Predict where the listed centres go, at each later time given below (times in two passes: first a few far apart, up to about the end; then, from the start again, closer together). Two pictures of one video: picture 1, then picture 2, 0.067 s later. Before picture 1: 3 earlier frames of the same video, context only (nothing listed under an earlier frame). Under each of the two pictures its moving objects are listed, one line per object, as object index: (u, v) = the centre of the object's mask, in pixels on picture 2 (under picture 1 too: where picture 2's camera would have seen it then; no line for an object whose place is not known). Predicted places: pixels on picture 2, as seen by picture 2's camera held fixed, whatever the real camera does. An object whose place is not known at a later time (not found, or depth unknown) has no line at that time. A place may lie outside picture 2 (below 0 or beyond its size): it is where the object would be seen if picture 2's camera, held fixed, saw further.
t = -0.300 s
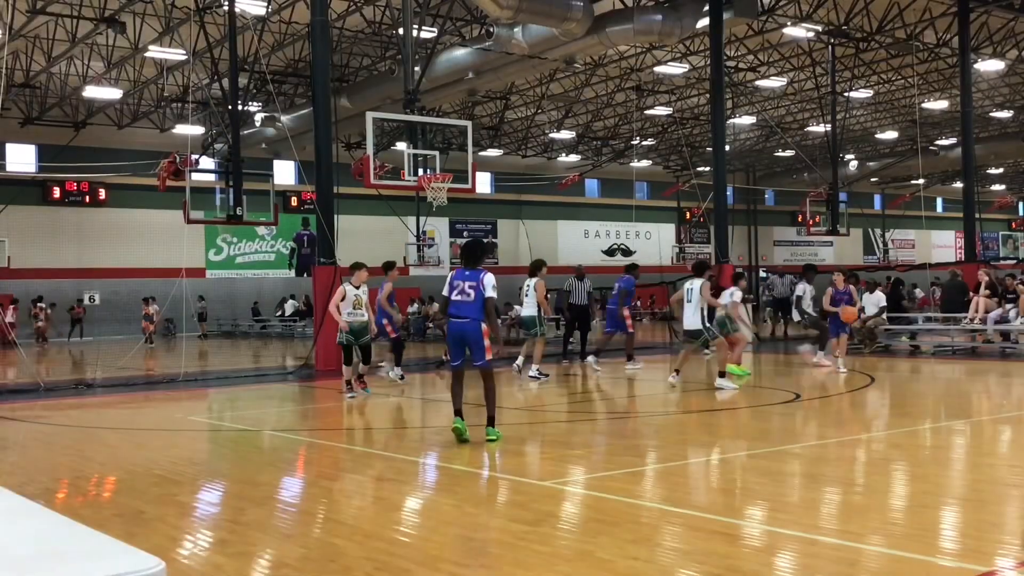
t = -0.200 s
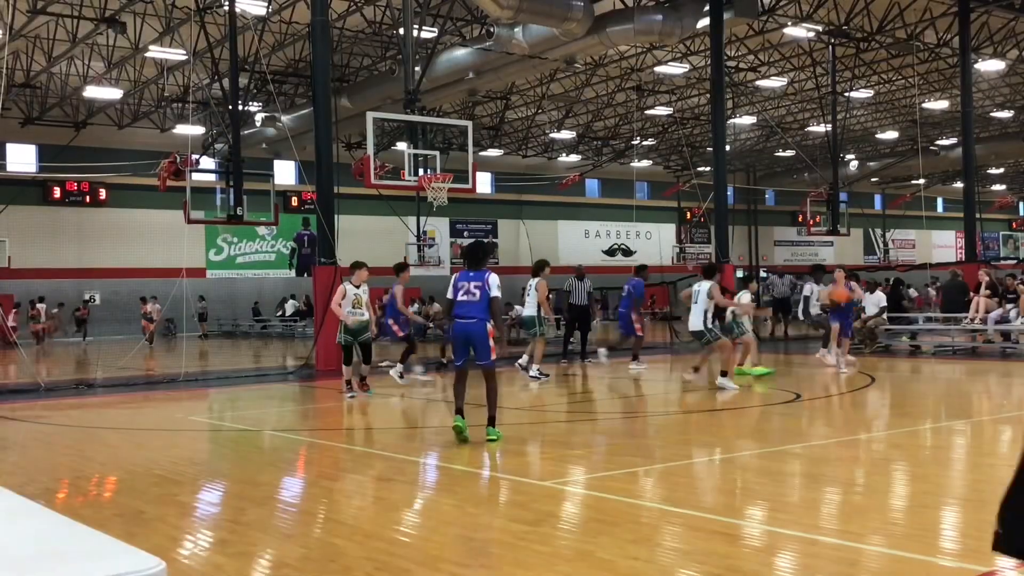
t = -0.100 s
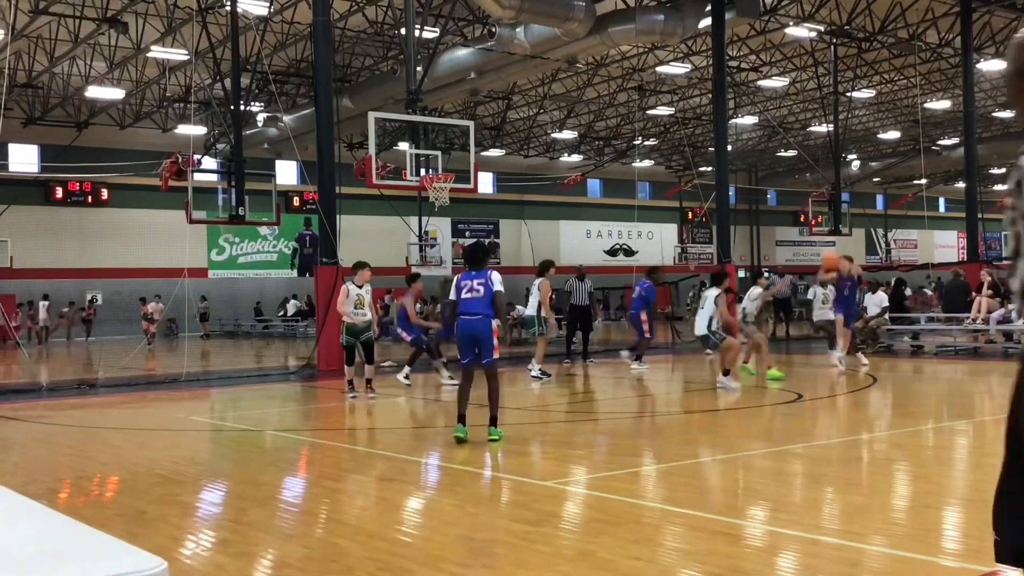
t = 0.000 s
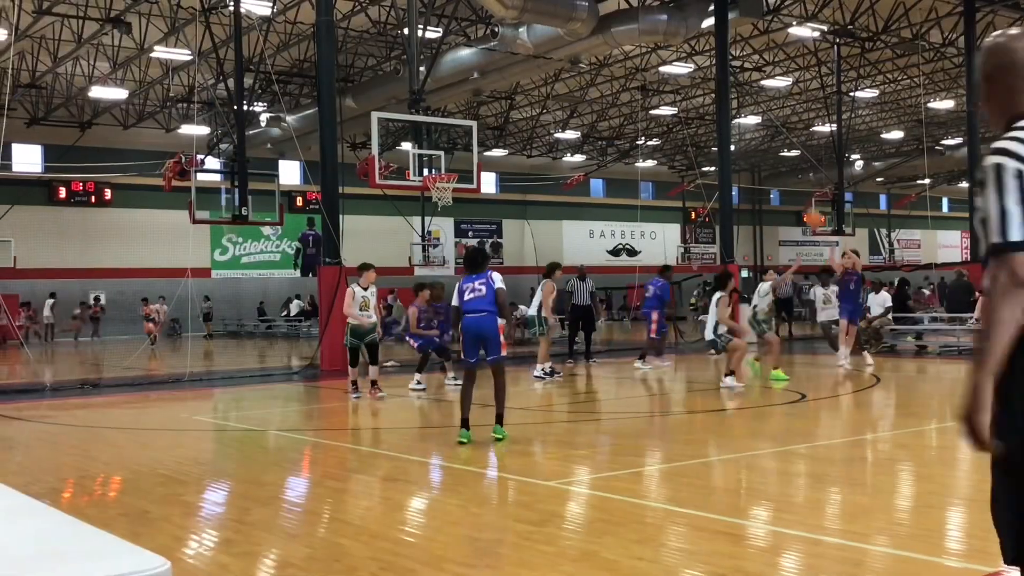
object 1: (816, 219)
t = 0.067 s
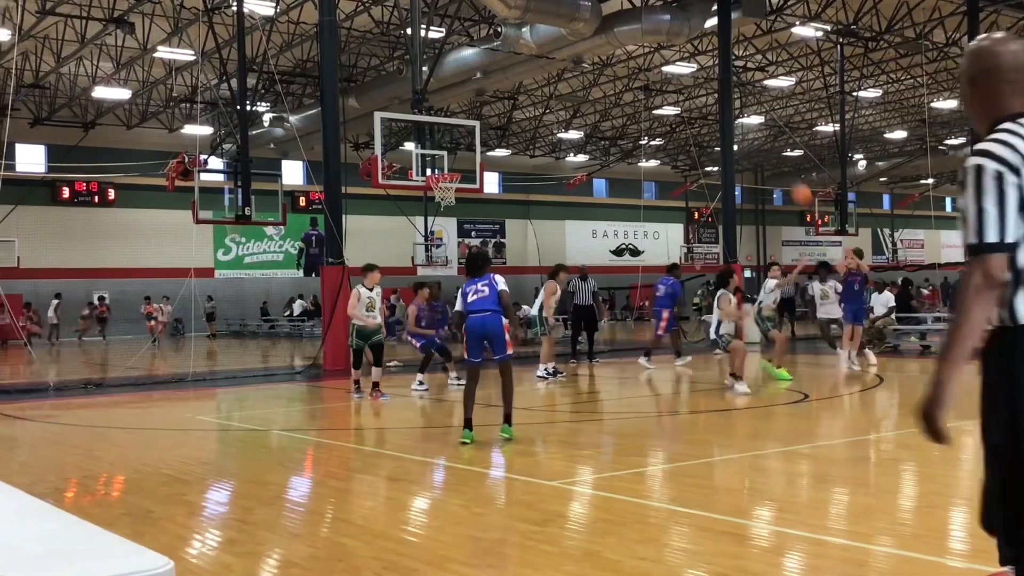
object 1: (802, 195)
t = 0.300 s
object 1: (743, 126)
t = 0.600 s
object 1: (650, 88)
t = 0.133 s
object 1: (786, 171)
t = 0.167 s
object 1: (778, 160)
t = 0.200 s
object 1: (770, 151)
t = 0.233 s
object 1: (762, 142)
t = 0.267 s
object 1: (754, 135)
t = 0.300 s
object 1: (743, 126)
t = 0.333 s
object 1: (734, 118)
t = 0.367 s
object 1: (725, 110)
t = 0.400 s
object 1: (715, 106)
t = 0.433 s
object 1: (706, 101)
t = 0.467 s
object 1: (692, 95)
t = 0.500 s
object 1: (684, 92)
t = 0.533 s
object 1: (674, 90)
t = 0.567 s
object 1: (664, 88)
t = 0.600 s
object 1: (650, 88)
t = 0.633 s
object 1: (639, 88)
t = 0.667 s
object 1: (627, 90)
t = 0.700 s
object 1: (614, 93)
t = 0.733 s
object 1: (601, 96)
